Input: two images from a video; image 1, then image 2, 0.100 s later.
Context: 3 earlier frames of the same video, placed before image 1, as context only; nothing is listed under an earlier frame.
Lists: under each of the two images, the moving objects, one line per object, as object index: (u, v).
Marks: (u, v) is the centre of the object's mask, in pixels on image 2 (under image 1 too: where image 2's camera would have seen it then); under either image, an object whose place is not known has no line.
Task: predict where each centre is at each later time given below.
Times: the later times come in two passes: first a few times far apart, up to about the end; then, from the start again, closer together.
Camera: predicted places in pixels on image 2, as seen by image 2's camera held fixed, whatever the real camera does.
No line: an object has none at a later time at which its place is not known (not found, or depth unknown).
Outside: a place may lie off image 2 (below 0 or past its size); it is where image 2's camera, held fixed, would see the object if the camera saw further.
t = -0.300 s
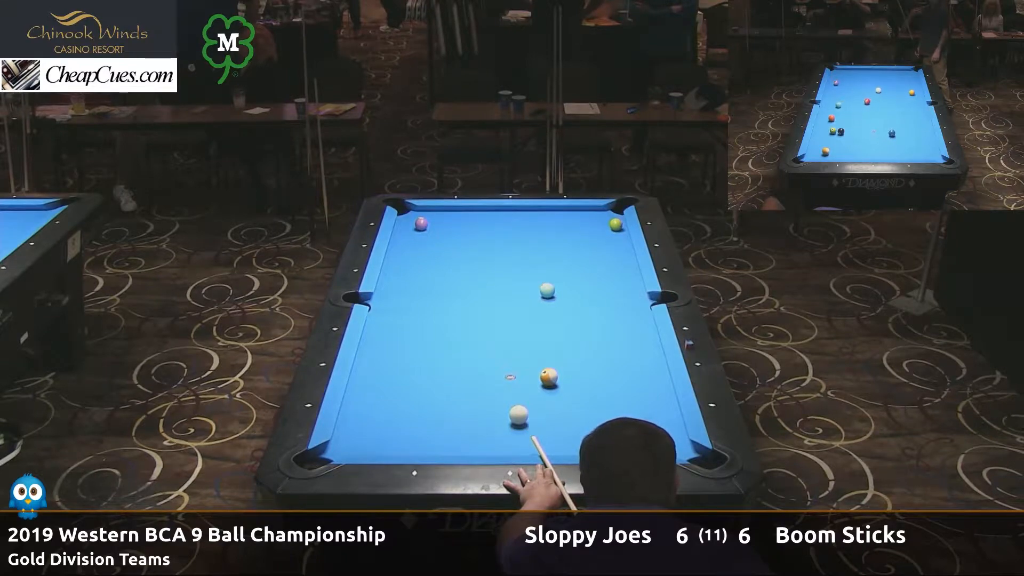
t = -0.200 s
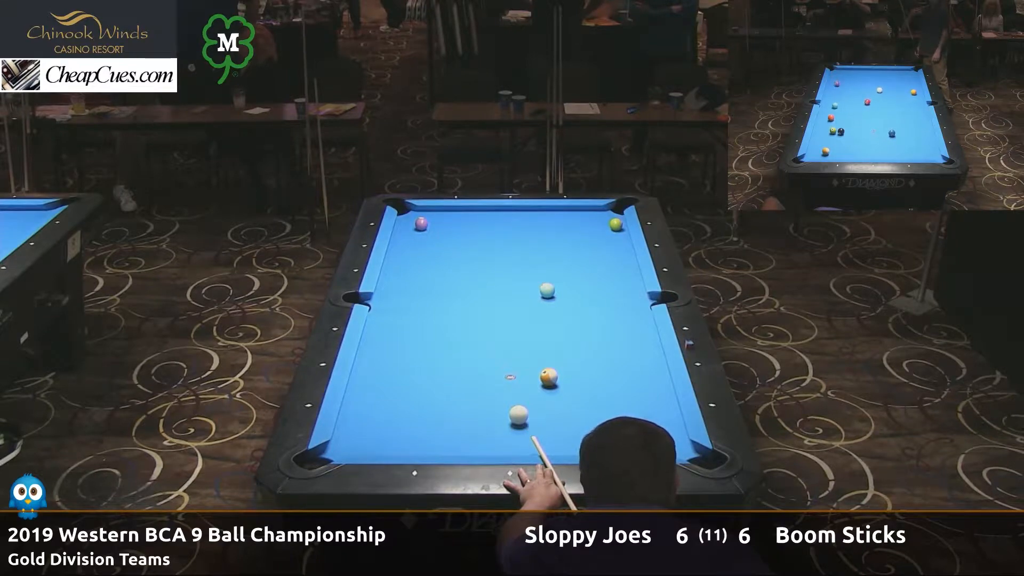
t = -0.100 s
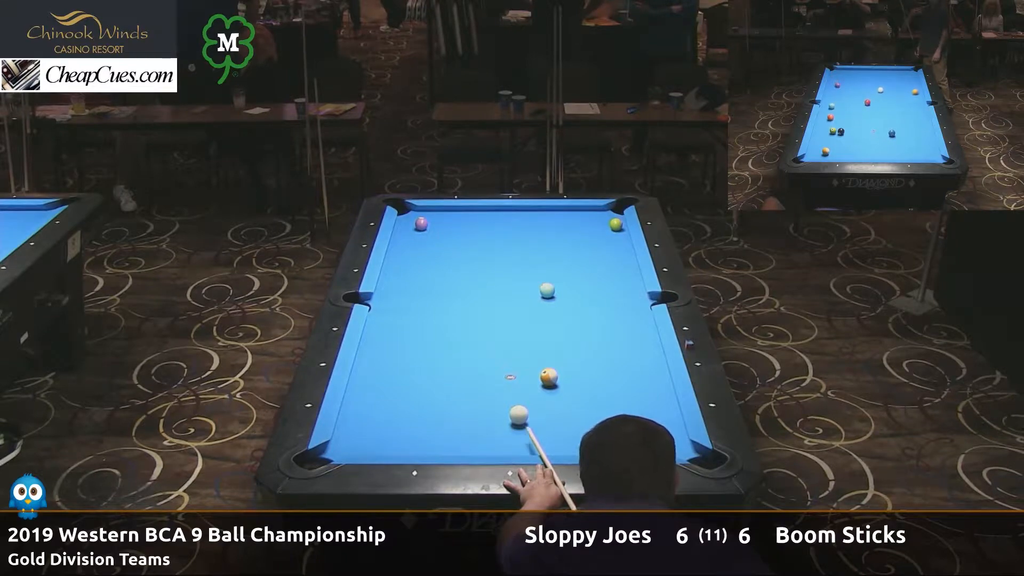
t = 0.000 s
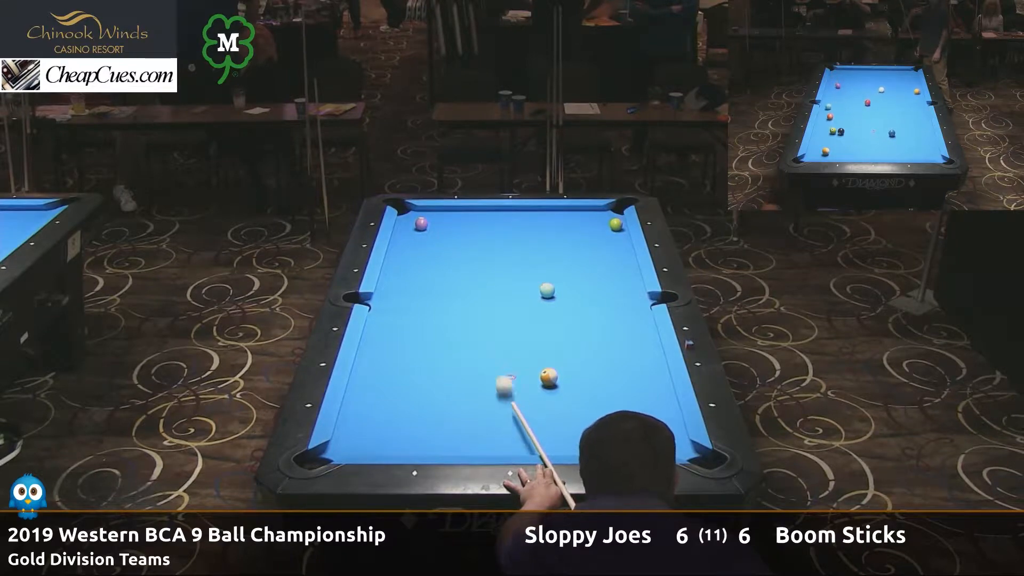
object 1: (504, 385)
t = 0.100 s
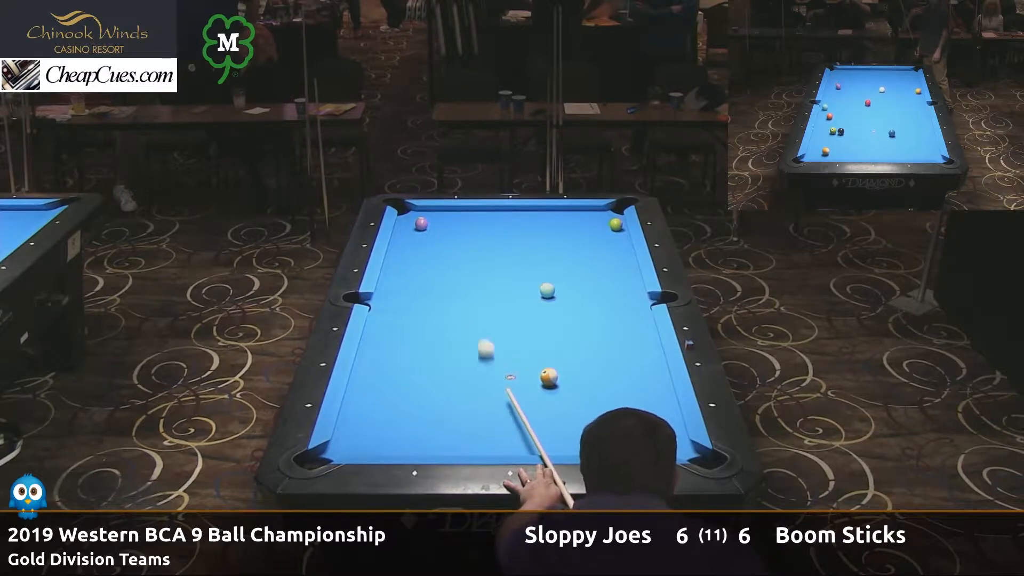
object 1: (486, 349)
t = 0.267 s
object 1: (462, 303)
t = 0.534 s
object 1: (435, 247)
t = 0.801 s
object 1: (435, 224)
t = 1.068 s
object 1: (444, 211)
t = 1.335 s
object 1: (449, 215)
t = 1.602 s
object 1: (453, 222)
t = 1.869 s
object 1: (457, 229)
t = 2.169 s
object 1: (462, 237)
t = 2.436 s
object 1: (465, 244)
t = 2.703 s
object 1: (468, 250)
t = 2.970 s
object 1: (471, 256)
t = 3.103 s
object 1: (470, 260)
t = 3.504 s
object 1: (475, 266)
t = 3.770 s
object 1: (477, 271)
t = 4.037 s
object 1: (478, 275)
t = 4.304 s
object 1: (479, 279)
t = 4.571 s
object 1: (480, 282)
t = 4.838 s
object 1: (480, 285)
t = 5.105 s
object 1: (481, 287)
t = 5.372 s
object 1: (480, 288)
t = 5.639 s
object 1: (480, 288)
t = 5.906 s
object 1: (480, 288)
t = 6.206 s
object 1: (480, 288)
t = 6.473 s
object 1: (480, 289)
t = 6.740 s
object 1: (480, 289)
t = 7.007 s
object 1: (480, 289)
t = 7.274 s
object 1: (480, 288)
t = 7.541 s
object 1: (480, 288)
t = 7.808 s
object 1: (479, 289)
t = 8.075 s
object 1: (479, 289)
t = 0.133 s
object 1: (480, 338)
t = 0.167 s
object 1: (475, 328)
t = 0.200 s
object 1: (471, 319)
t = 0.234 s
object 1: (467, 311)
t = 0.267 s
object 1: (462, 303)
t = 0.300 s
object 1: (459, 295)
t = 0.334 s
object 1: (455, 287)
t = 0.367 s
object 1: (451, 280)
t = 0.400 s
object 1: (448, 272)
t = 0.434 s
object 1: (444, 266)
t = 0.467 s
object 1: (441, 260)
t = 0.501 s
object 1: (438, 253)
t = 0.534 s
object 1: (435, 247)
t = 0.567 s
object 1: (432, 241)
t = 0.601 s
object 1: (429, 235)
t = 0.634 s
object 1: (426, 229)
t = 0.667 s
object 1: (427, 228)
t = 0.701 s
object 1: (430, 227)
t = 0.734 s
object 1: (432, 226)
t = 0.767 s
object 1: (434, 225)
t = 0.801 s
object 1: (435, 224)
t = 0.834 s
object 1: (436, 222)
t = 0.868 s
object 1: (437, 221)
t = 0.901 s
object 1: (438, 219)
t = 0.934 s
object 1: (439, 218)
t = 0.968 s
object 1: (440, 216)
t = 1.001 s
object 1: (442, 214)
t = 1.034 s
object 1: (443, 213)
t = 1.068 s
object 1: (444, 211)
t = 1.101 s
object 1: (445, 210)
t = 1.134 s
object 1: (446, 209)
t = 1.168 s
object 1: (446, 210)
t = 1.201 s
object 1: (447, 211)
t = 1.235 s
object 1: (447, 212)
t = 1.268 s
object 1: (448, 213)
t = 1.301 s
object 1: (448, 214)
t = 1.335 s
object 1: (449, 215)
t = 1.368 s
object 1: (450, 216)
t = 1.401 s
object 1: (450, 217)
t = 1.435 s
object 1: (451, 218)
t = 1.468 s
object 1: (451, 219)
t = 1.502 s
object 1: (452, 220)
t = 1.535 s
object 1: (452, 220)
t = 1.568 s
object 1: (453, 221)
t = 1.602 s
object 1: (453, 222)
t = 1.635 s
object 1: (454, 223)
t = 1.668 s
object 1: (454, 224)
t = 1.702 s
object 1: (455, 225)
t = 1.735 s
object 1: (455, 226)
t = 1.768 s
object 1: (456, 226)
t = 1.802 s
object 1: (456, 228)
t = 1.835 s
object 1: (457, 228)
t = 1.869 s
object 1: (457, 229)
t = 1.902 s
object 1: (458, 230)
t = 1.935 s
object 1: (458, 231)
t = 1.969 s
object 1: (459, 232)
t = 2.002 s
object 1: (459, 233)
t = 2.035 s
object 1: (460, 234)
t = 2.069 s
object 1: (460, 235)
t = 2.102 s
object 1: (461, 235)
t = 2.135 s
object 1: (461, 236)
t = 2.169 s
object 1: (462, 237)
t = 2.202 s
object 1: (462, 238)
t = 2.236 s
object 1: (462, 239)
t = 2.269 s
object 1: (463, 240)
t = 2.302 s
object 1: (463, 241)
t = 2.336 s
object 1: (464, 241)
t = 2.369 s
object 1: (464, 242)
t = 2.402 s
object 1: (465, 243)
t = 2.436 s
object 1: (465, 244)
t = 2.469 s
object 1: (465, 245)
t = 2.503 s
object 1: (466, 245)
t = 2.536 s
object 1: (466, 247)
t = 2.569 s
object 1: (467, 247)
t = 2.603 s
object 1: (467, 248)
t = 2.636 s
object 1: (467, 249)
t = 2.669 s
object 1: (468, 250)
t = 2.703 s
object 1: (468, 250)
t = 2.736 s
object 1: (468, 251)
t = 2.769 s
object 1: (469, 252)
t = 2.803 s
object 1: (469, 253)
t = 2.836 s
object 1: (470, 253)
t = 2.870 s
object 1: (470, 254)
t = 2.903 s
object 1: (470, 255)
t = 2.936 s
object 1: (471, 255)
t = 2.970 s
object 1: (471, 256)
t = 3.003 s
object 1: (471, 257)
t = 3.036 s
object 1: (471, 258)
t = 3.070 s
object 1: (472, 258)
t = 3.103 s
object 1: (470, 260)
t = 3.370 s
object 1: (474, 264)
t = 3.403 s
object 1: (475, 264)
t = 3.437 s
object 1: (475, 265)
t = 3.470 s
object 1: (475, 266)
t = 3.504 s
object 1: (475, 266)
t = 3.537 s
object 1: (476, 267)
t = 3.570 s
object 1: (476, 268)
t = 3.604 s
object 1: (476, 268)
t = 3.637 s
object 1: (476, 269)
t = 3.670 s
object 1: (476, 269)
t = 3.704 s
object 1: (477, 270)
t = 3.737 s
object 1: (477, 270)
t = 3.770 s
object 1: (477, 271)
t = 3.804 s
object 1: (477, 272)
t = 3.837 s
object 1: (477, 272)
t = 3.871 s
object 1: (477, 273)
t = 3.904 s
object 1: (477, 273)
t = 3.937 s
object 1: (478, 274)
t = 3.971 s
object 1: (478, 274)
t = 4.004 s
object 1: (478, 275)
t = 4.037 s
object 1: (478, 275)
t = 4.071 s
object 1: (478, 276)
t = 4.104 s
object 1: (478, 276)
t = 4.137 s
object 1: (478, 277)
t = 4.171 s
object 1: (479, 277)
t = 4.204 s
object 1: (479, 278)
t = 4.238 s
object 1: (479, 278)
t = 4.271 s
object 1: (479, 279)
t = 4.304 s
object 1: (479, 279)
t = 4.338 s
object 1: (479, 280)
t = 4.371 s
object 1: (479, 280)
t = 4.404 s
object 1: (480, 280)
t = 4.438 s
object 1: (480, 281)
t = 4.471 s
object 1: (480, 281)
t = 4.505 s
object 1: (480, 281)
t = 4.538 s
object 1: (480, 282)
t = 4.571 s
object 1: (480, 282)
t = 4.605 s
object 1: (480, 283)
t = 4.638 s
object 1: (480, 283)
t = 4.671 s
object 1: (480, 283)
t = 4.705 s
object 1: (480, 283)
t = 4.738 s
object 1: (480, 284)
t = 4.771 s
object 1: (480, 284)
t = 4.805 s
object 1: (480, 284)
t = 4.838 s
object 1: (480, 285)
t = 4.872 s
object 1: (480, 285)
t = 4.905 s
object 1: (480, 285)
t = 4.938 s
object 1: (481, 285)
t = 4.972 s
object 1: (481, 286)
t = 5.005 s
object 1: (481, 286)
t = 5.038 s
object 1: (481, 286)
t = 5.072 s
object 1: (481, 286)
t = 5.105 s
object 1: (481, 287)
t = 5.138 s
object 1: (481, 287)
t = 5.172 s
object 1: (481, 287)
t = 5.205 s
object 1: (481, 287)
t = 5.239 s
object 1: (480, 287)
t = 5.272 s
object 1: (480, 287)
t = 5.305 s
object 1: (480, 288)
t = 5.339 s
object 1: (480, 288)
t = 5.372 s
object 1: (480, 288)
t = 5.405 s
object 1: (480, 288)
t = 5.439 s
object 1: (480, 288)
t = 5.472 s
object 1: (480, 288)
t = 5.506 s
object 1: (480, 288)
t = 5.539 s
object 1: (480, 288)
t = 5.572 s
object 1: (480, 288)
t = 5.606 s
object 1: (480, 288)
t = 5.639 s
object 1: (480, 288)
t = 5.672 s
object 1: (480, 288)
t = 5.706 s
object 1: (480, 288)
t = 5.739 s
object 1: (480, 288)
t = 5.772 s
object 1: (480, 288)
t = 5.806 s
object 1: (480, 288)
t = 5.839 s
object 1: (480, 288)
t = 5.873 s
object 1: (480, 288)
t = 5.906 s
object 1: (480, 288)
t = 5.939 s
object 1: (480, 288)
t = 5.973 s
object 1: (480, 288)
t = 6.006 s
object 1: (480, 288)
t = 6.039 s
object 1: (480, 289)
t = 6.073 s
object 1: (480, 289)
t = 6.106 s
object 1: (480, 288)
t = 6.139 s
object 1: (480, 288)
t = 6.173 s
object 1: (480, 288)
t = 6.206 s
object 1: (480, 288)
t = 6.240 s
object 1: (480, 288)
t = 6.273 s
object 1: (480, 288)
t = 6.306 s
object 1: (480, 288)
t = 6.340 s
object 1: (480, 289)
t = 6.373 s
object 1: (480, 289)
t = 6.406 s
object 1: (480, 289)
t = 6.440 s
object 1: (480, 289)
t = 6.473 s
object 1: (480, 289)
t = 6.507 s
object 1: (480, 289)
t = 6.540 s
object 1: (480, 289)
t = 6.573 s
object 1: (480, 288)
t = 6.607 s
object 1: (480, 289)
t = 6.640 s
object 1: (480, 289)
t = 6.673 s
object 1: (480, 289)
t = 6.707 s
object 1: (480, 289)
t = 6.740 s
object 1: (480, 289)
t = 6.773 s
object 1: (480, 289)
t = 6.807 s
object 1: (480, 289)
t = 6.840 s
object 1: (480, 289)
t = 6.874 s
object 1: (480, 289)
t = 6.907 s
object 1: (480, 289)
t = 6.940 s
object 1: (480, 289)
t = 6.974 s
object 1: (480, 289)
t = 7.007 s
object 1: (480, 289)
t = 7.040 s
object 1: (480, 289)
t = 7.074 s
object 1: (480, 289)
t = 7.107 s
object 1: (480, 289)
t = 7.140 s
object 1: (480, 289)
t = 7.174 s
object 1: (480, 289)
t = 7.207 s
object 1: (480, 289)
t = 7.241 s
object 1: (480, 289)
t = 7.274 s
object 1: (480, 288)
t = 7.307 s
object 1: (480, 288)
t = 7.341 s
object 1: (480, 288)
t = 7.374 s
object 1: (480, 288)
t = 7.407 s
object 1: (480, 288)
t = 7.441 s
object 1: (480, 288)
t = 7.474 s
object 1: (480, 288)
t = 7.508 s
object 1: (480, 288)
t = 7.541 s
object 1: (480, 288)
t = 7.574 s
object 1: (480, 288)
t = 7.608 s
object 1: (480, 289)
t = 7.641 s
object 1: (480, 289)
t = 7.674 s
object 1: (480, 289)
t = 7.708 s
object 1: (480, 289)
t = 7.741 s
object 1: (479, 289)
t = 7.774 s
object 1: (480, 289)
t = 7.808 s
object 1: (479, 289)
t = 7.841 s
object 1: (480, 289)
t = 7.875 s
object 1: (479, 289)
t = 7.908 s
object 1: (479, 289)
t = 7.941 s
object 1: (479, 289)
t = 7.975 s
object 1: (479, 289)
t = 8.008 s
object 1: (479, 289)
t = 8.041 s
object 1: (479, 289)
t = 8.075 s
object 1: (479, 289)
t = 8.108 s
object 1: (479, 289)
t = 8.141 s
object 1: (479, 289)
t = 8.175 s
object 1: (480, 289)
